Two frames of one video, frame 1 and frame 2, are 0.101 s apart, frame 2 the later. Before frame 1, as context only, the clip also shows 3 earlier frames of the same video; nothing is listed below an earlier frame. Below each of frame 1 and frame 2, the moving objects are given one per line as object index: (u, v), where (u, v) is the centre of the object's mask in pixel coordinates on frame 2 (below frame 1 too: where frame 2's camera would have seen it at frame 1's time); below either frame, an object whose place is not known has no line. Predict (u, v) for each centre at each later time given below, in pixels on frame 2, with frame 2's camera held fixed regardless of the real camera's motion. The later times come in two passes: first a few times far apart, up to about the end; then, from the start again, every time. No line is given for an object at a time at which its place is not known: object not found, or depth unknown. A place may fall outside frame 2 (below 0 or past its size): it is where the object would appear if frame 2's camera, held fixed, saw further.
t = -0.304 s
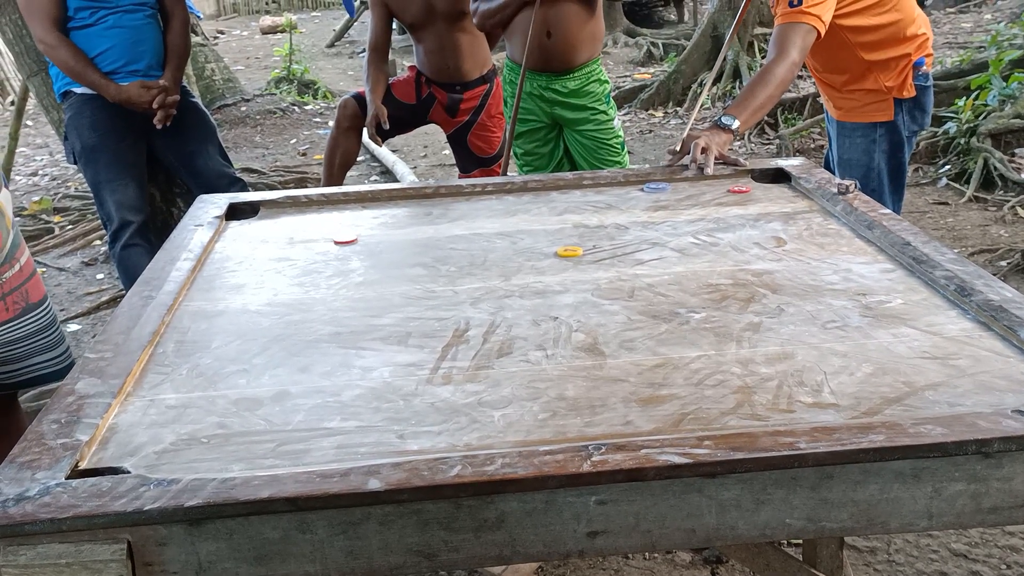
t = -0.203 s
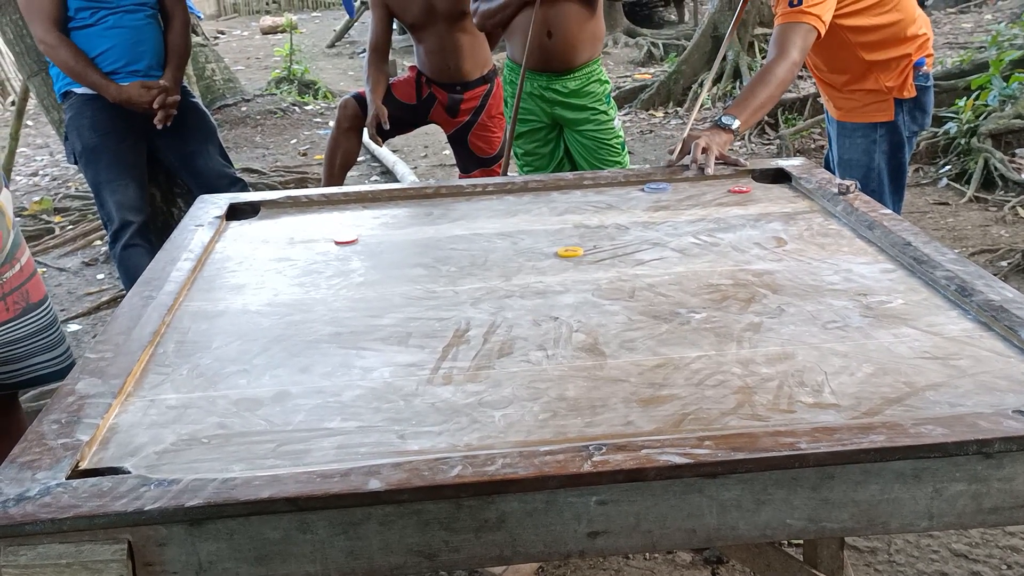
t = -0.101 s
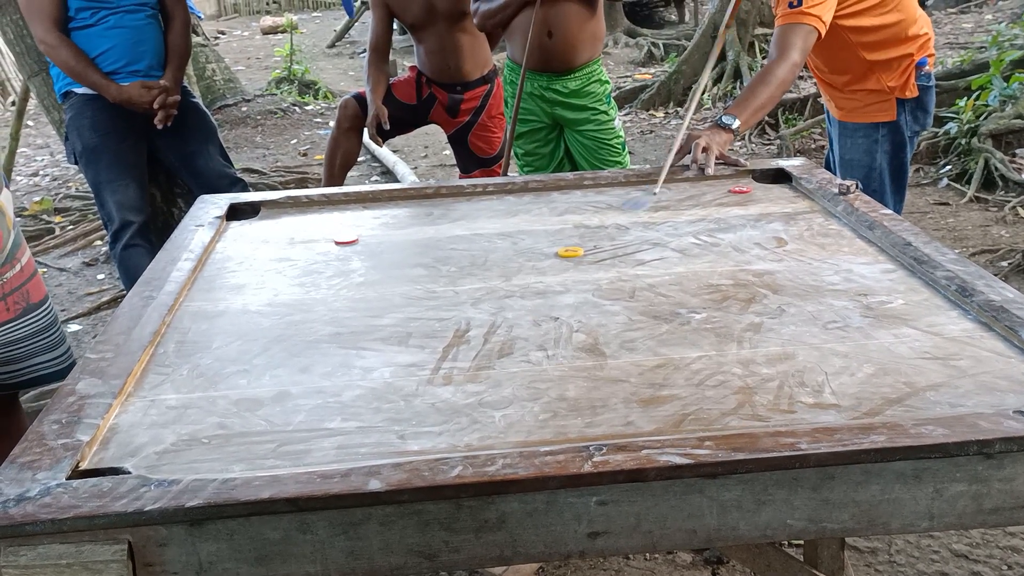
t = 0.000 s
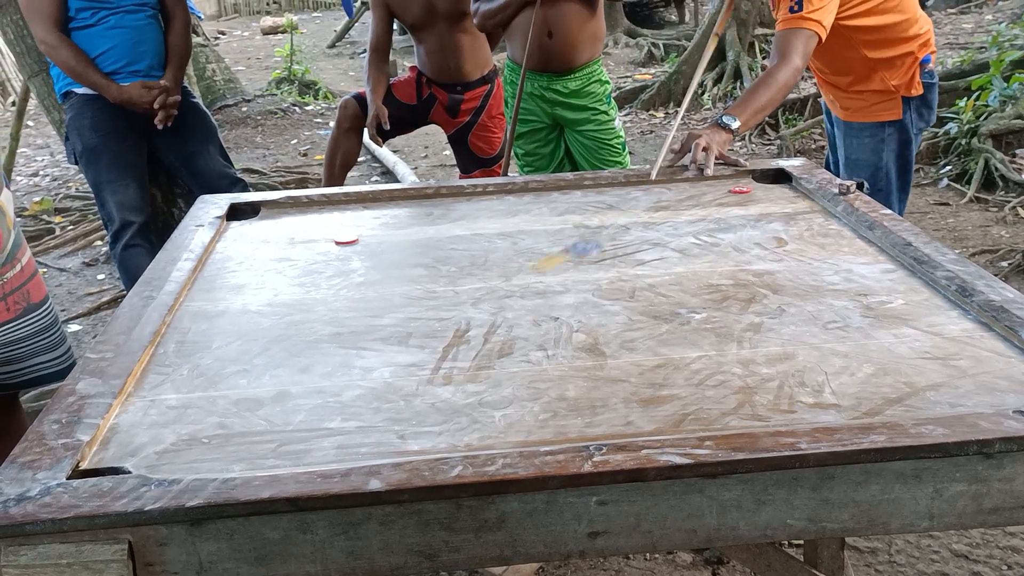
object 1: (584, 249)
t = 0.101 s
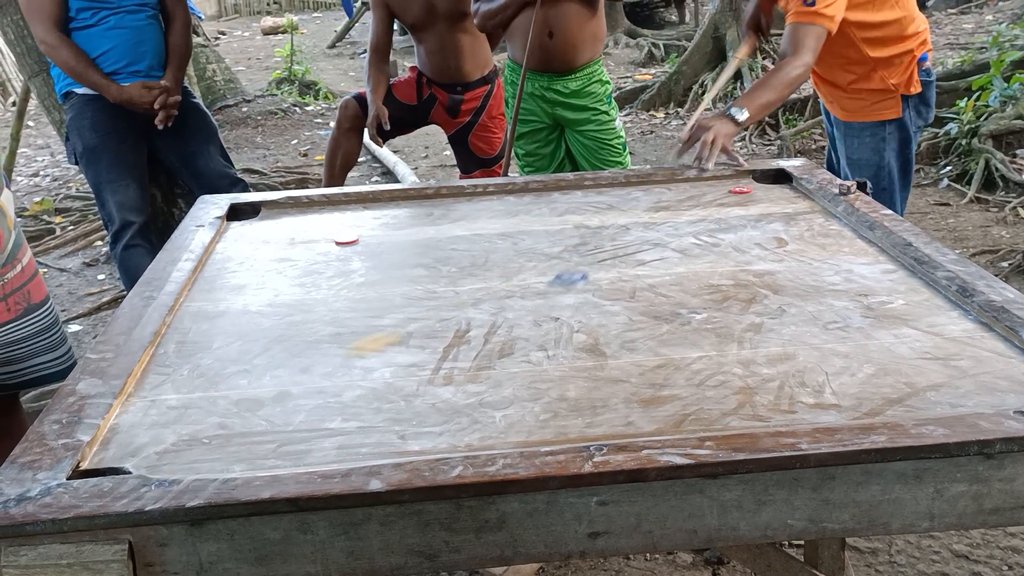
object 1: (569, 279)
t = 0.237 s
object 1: (548, 327)
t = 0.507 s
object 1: (493, 440)
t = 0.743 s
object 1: (461, 377)
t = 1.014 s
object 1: (441, 331)
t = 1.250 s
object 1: (429, 305)
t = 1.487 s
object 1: (422, 291)
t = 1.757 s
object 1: (419, 284)
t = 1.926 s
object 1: (418, 284)
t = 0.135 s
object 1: (563, 290)
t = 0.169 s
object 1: (558, 302)
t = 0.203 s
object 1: (552, 315)
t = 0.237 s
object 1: (548, 327)
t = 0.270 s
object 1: (541, 340)
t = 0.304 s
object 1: (534, 353)
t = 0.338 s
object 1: (528, 368)
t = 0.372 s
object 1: (522, 382)
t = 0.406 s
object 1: (514, 397)
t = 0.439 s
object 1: (506, 414)
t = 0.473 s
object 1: (499, 430)
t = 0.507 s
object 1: (493, 440)
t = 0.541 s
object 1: (486, 432)
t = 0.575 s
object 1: (482, 421)
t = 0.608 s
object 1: (478, 411)
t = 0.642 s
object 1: (473, 402)
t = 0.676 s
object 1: (469, 393)
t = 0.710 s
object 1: (465, 384)
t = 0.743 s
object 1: (461, 377)
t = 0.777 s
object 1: (458, 370)
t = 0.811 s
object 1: (455, 364)
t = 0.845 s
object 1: (452, 358)
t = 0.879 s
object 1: (449, 351)
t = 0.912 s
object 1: (447, 346)
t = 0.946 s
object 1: (445, 341)
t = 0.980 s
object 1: (443, 336)
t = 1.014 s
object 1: (441, 331)
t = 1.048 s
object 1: (439, 327)
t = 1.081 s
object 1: (438, 323)
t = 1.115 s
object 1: (436, 318)
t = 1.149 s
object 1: (434, 314)
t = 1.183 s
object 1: (432, 311)
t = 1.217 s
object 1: (430, 308)
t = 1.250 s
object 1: (429, 305)
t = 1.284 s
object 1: (428, 303)
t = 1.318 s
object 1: (427, 300)
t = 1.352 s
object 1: (426, 298)
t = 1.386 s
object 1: (425, 296)
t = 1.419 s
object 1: (424, 294)
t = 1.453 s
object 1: (423, 292)
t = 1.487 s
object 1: (422, 291)
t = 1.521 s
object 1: (421, 290)
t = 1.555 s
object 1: (421, 289)
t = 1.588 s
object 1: (420, 288)
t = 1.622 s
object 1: (420, 286)
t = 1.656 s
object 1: (419, 286)
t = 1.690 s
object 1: (419, 285)
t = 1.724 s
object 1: (418, 284)
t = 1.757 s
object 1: (419, 284)
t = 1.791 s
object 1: (418, 284)
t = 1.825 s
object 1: (418, 284)
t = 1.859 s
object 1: (418, 284)
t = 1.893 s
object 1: (418, 284)
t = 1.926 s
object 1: (418, 284)
